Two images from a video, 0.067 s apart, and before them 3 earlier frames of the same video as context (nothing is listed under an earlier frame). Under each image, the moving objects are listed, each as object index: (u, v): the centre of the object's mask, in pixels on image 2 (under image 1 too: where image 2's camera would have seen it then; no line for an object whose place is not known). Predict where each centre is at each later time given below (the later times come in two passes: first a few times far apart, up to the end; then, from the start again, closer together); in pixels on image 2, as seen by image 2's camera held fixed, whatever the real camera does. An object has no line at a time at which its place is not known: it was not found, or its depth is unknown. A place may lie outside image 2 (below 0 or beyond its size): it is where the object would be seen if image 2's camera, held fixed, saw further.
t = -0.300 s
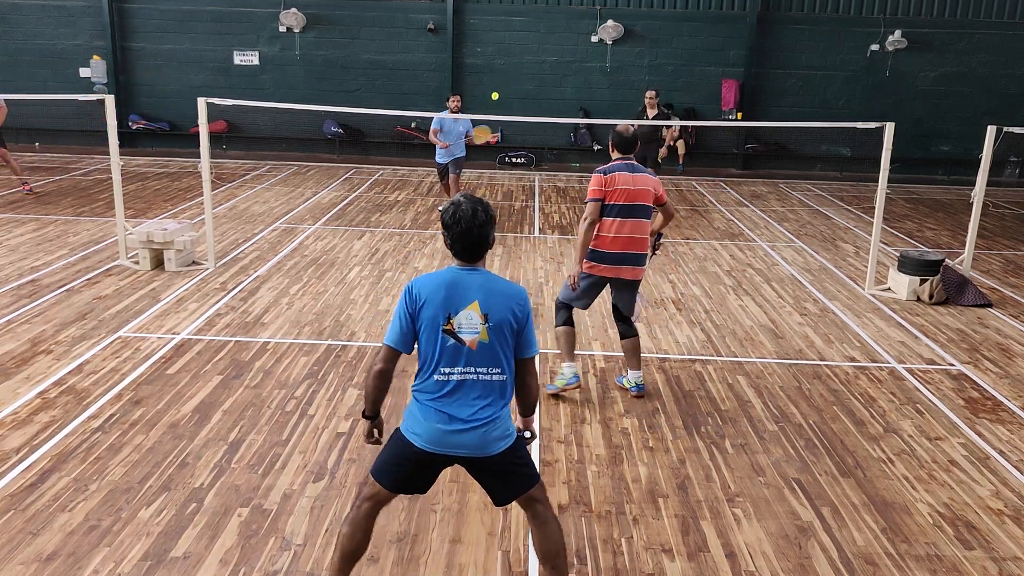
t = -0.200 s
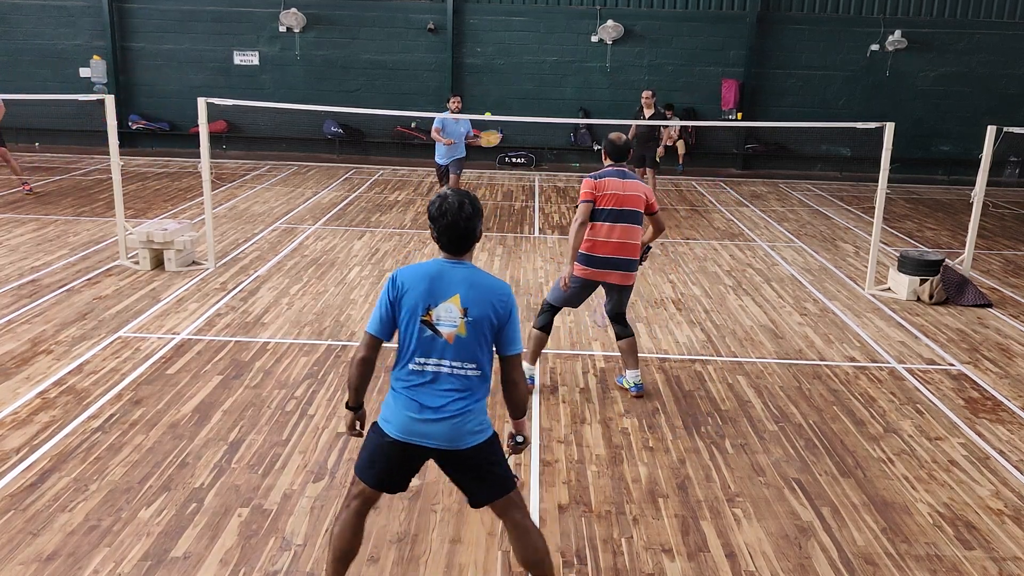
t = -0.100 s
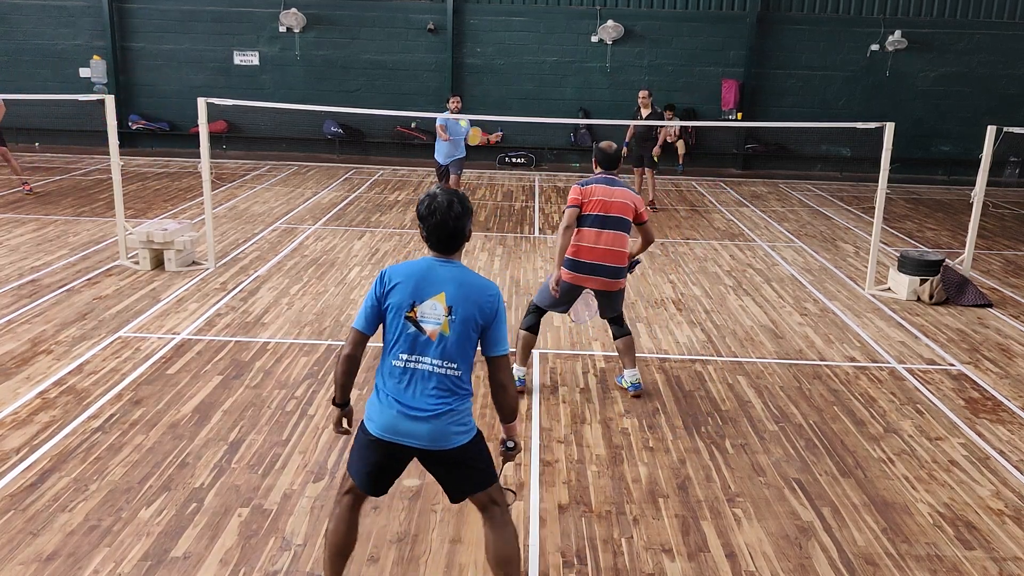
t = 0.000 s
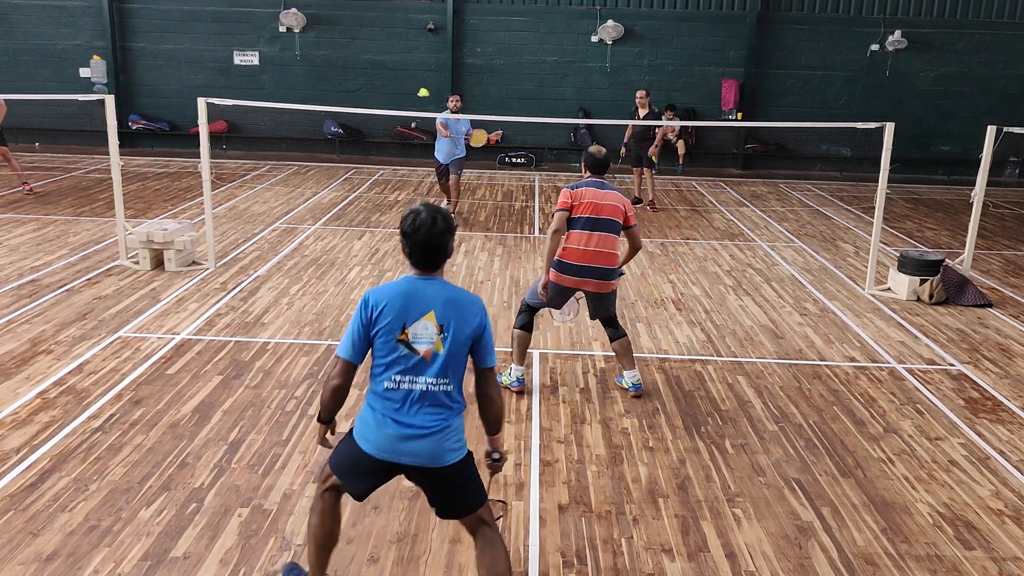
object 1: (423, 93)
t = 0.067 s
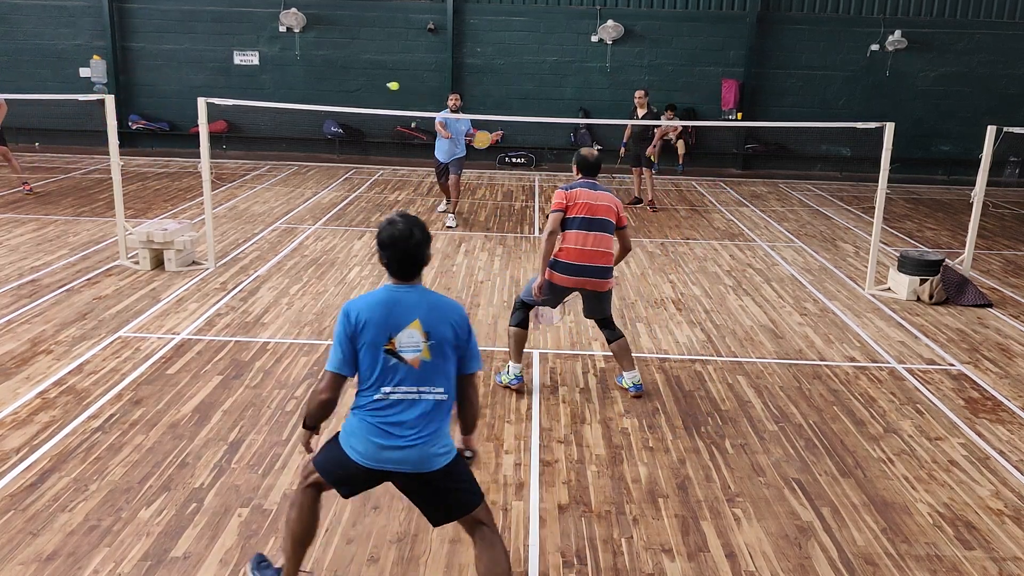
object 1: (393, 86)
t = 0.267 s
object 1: (300, 87)
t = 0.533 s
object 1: (178, 171)
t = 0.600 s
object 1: (150, 208)
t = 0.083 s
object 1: (385, 85)
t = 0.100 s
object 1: (377, 85)
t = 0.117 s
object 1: (369, 84)
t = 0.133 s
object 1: (362, 83)
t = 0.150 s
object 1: (354, 82)
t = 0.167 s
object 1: (347, 81)
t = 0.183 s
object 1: (339, 81)
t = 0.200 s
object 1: (331, 81)
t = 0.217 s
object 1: (323, 82)
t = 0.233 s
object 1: (316, 83)
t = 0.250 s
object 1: (308, 85)
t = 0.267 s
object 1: (300, 87)
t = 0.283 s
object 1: (293, 89)
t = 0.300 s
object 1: (285, 92)
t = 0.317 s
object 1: (277, 96)
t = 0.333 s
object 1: (270, 98)
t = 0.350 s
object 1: (261, 102)
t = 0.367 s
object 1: (253, 108)
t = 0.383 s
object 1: (246, 112)
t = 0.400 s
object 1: (238, 117)
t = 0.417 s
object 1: (231, 122)
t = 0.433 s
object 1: (223, 128)
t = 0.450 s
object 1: (216, 134)
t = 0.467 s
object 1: (209, 140)
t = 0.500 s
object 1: (193, 154)
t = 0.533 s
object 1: (178, 171)
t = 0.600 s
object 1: (150, 208)
